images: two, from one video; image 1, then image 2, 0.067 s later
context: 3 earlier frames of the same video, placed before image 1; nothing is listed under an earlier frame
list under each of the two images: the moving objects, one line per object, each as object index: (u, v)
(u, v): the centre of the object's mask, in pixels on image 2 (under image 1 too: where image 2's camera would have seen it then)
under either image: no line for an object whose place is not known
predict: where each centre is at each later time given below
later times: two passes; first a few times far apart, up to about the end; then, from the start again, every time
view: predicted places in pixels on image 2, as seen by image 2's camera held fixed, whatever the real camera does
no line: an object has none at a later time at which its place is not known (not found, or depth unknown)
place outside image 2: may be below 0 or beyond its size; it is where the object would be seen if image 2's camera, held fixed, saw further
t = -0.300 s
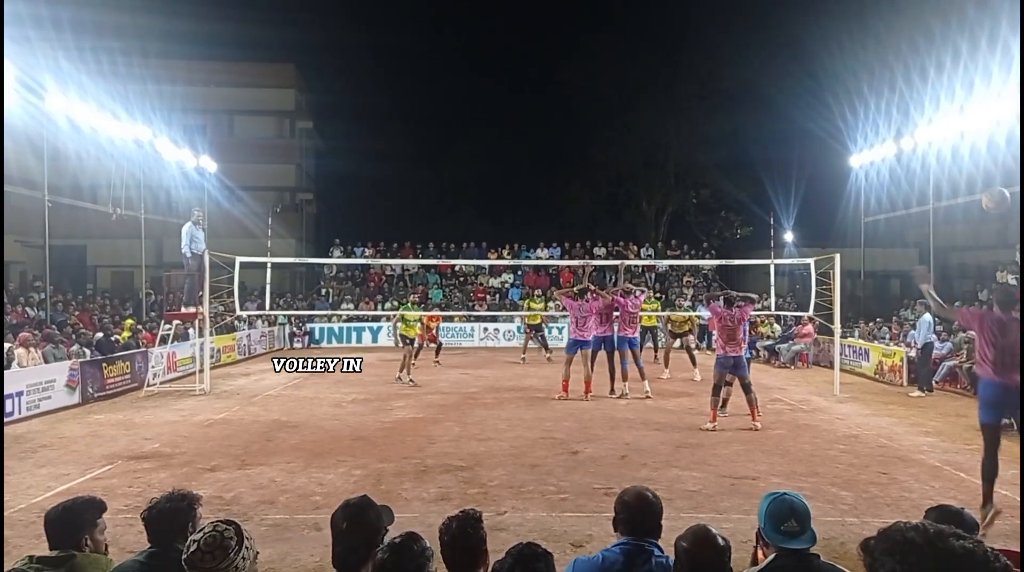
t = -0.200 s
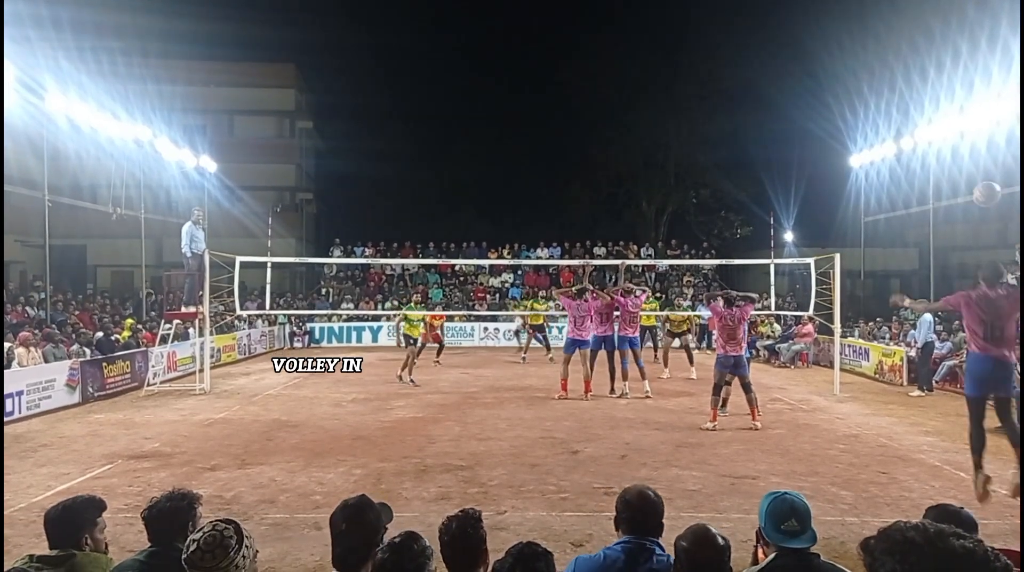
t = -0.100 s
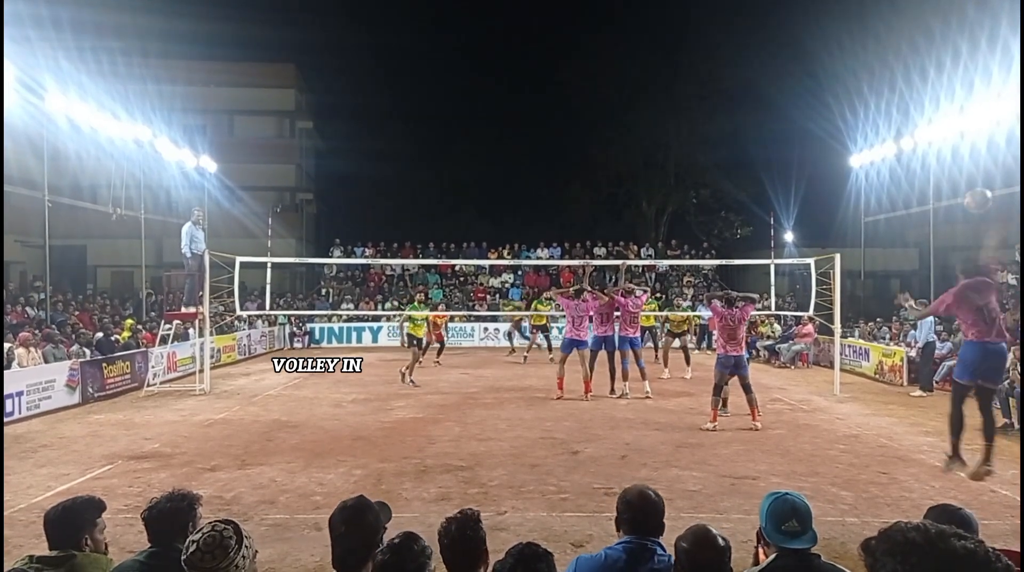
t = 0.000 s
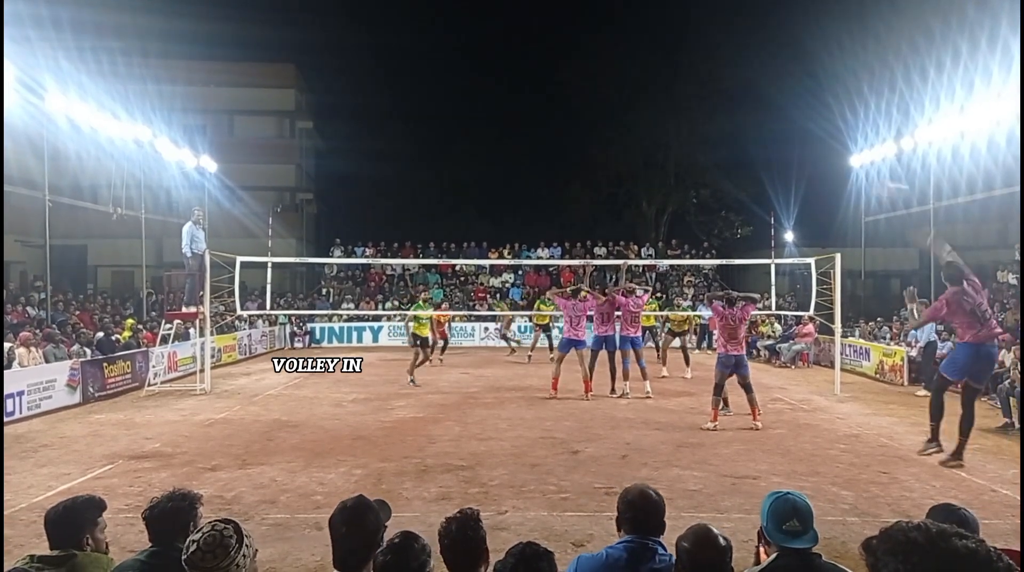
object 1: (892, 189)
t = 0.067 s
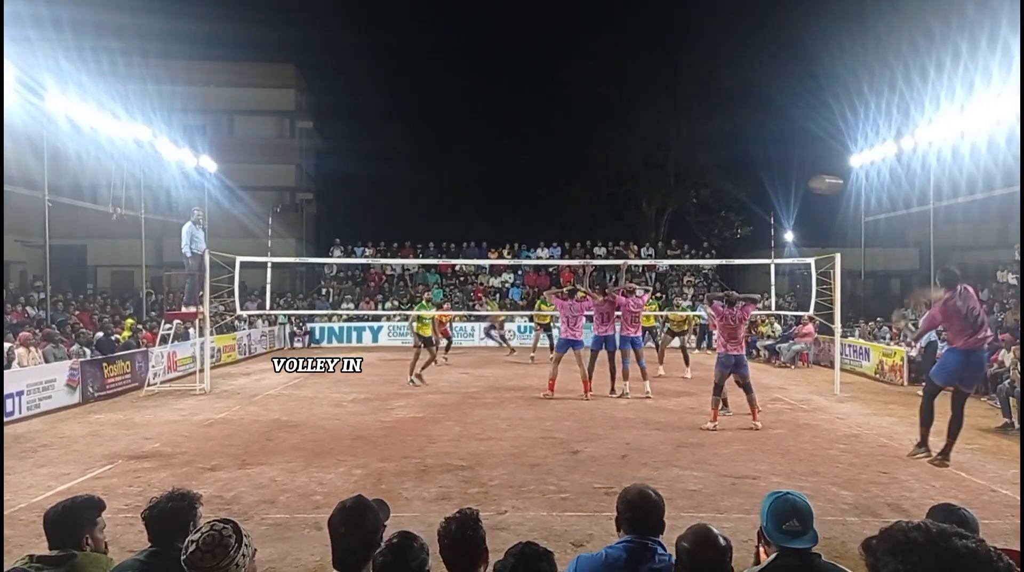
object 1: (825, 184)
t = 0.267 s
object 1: (696, 189)
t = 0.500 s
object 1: (603, 224)
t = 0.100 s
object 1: (799, 183)
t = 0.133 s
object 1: (775, 183)
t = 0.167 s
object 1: (753, 183)
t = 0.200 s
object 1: (733, 184)
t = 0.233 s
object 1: (714, 186)
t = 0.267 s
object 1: (696, 189)
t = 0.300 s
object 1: (681, 192)
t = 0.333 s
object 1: (665, 197)
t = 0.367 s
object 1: (651, 201)
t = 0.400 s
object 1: (638, 206)
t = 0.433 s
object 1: (626, 212)
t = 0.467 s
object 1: (614, 217)
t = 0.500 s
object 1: (603, 224)
